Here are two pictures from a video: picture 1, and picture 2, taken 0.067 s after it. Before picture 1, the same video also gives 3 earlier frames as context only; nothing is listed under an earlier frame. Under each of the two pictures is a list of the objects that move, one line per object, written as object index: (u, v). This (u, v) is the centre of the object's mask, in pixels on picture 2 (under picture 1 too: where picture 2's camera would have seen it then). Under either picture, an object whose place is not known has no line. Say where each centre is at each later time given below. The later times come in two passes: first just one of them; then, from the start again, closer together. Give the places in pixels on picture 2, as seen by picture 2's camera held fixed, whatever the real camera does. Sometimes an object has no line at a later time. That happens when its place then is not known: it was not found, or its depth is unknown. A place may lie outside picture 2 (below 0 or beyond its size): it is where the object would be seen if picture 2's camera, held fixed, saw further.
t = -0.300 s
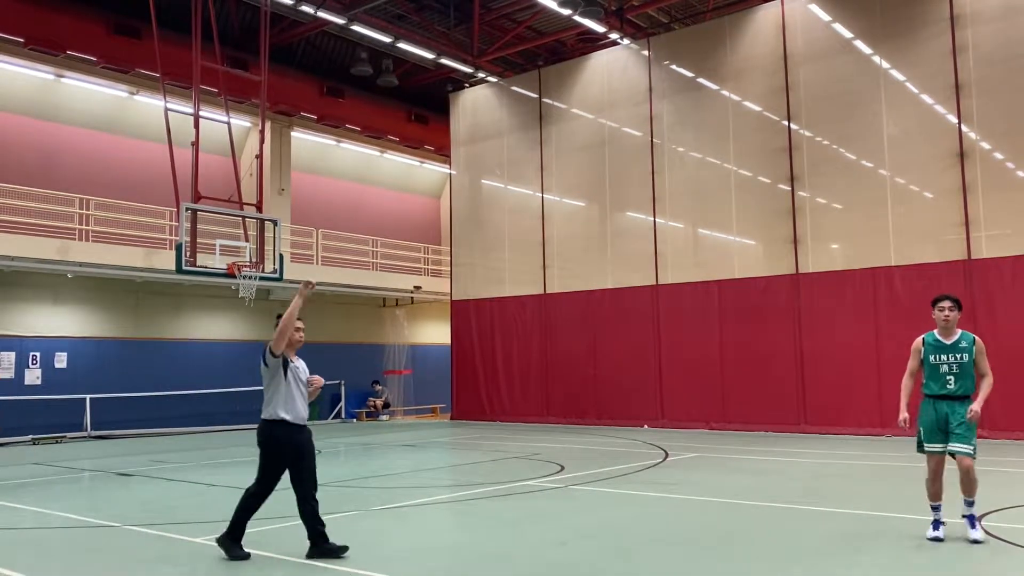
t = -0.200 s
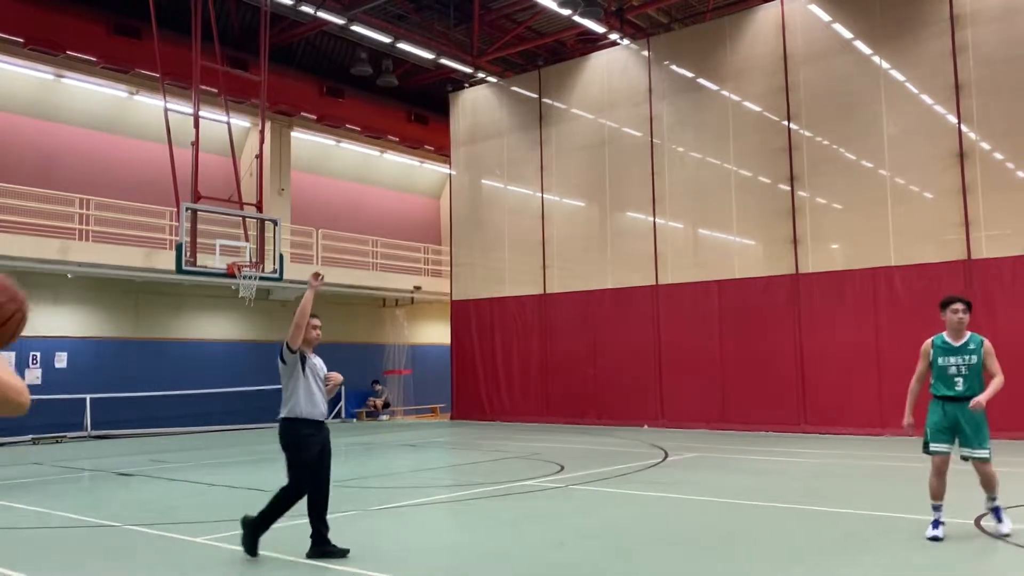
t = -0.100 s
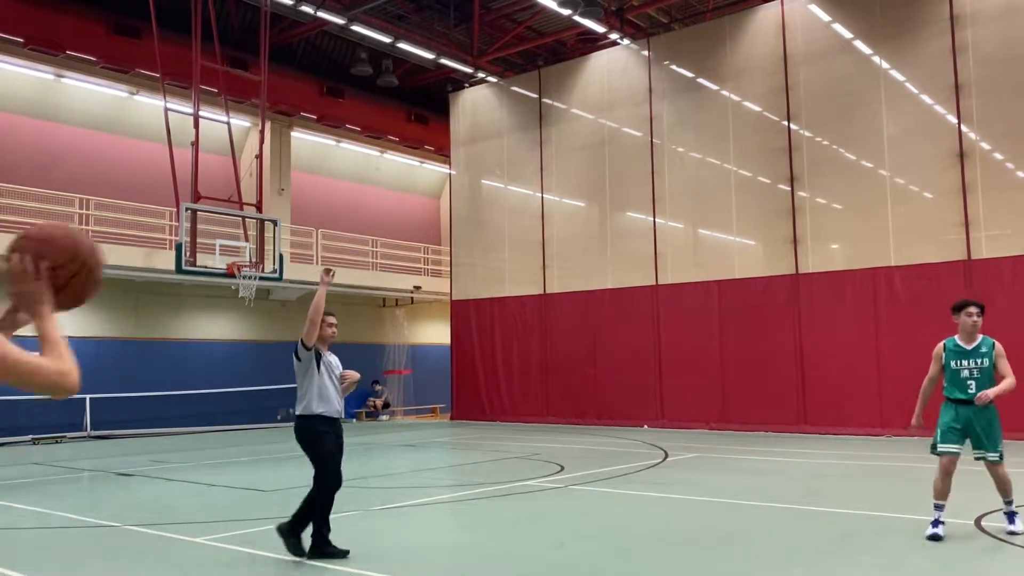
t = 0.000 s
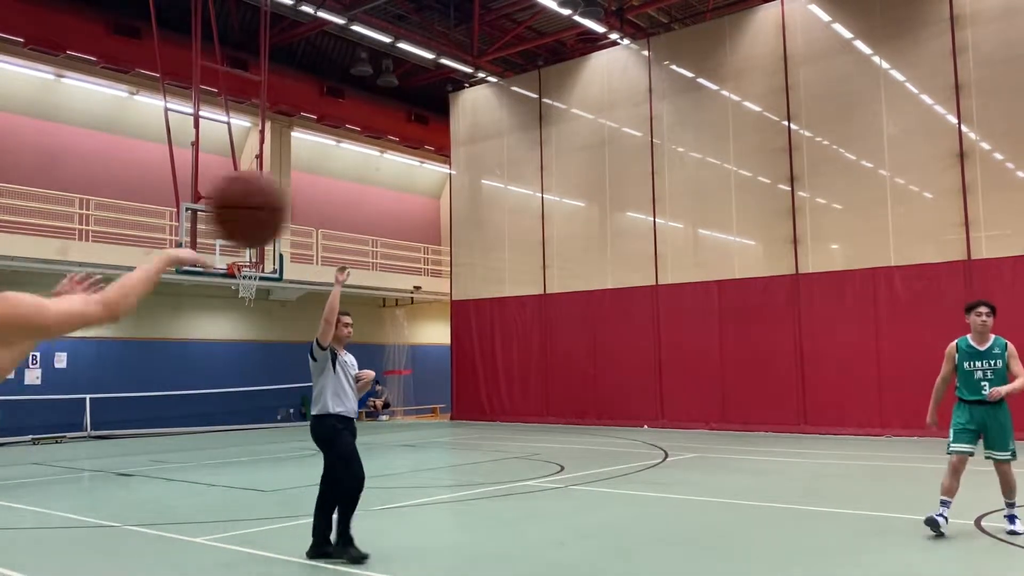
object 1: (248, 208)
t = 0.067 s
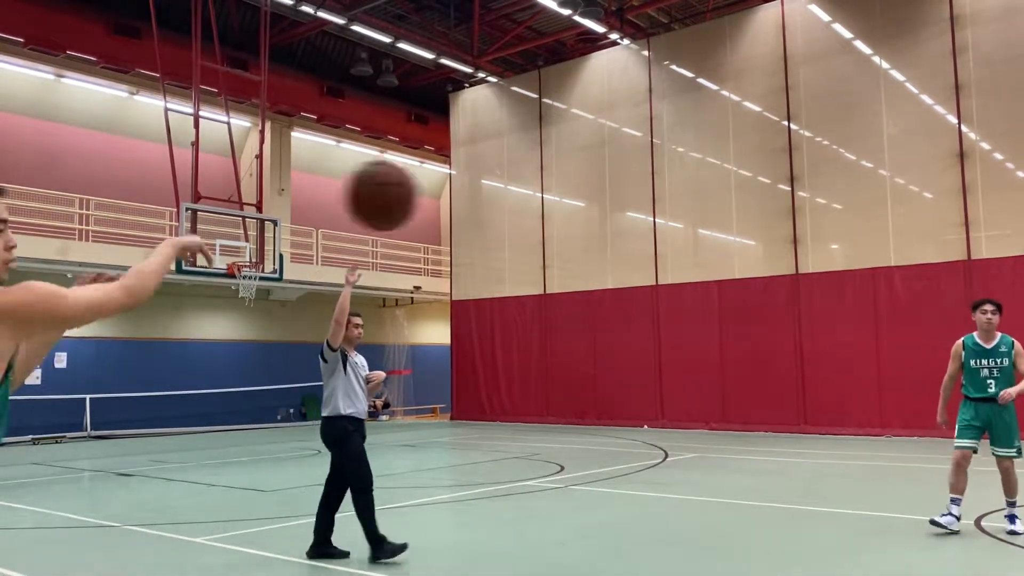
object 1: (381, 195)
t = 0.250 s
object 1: (640, 218)
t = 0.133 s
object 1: (490, 195)
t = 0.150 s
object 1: (514, 197)
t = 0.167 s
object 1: (537, 199)
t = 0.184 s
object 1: (560, 202)
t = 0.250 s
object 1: (640, 218)
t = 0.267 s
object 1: (659, 224)
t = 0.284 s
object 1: (677, 230)
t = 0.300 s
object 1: (695, 236)
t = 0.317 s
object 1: (711, 242)
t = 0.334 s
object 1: (727, 249)
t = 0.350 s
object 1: (743, 256)
